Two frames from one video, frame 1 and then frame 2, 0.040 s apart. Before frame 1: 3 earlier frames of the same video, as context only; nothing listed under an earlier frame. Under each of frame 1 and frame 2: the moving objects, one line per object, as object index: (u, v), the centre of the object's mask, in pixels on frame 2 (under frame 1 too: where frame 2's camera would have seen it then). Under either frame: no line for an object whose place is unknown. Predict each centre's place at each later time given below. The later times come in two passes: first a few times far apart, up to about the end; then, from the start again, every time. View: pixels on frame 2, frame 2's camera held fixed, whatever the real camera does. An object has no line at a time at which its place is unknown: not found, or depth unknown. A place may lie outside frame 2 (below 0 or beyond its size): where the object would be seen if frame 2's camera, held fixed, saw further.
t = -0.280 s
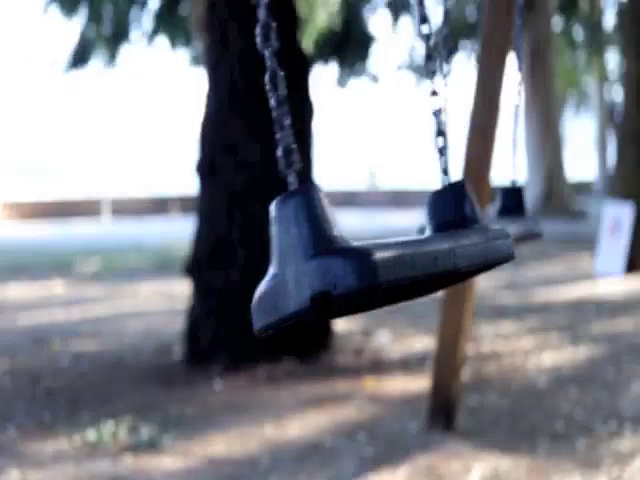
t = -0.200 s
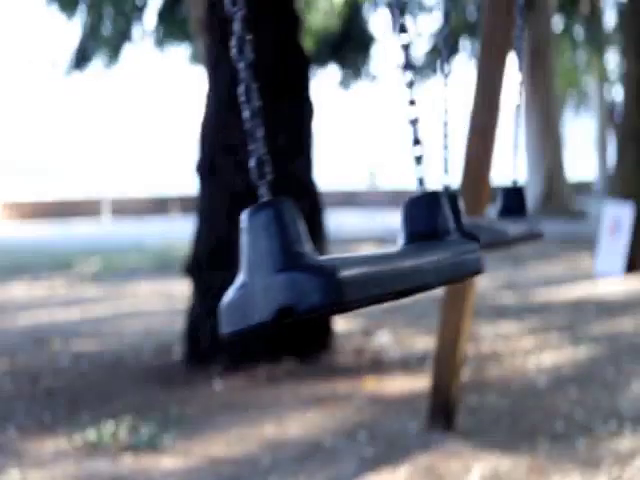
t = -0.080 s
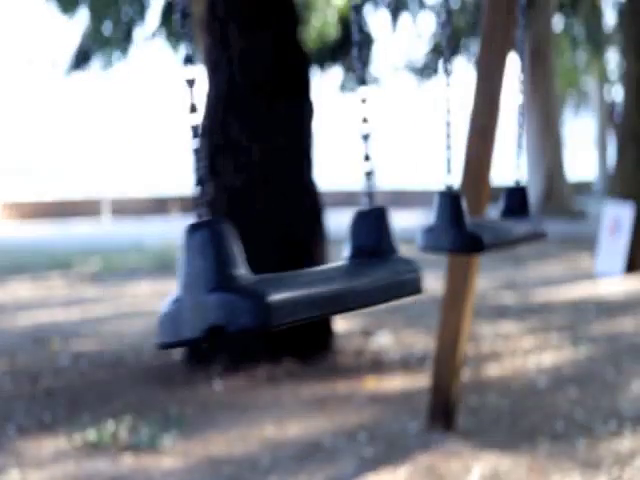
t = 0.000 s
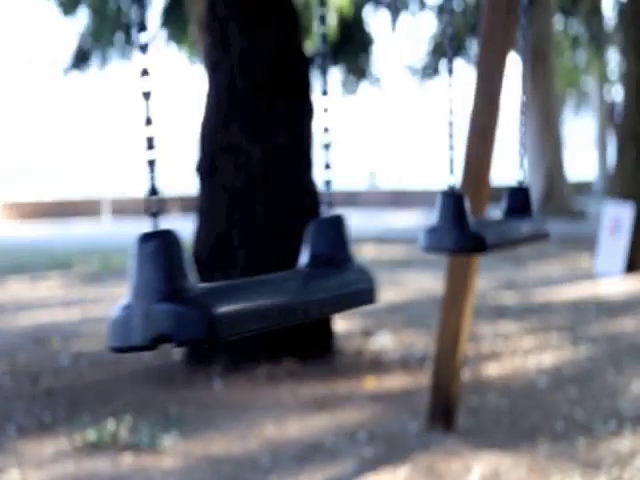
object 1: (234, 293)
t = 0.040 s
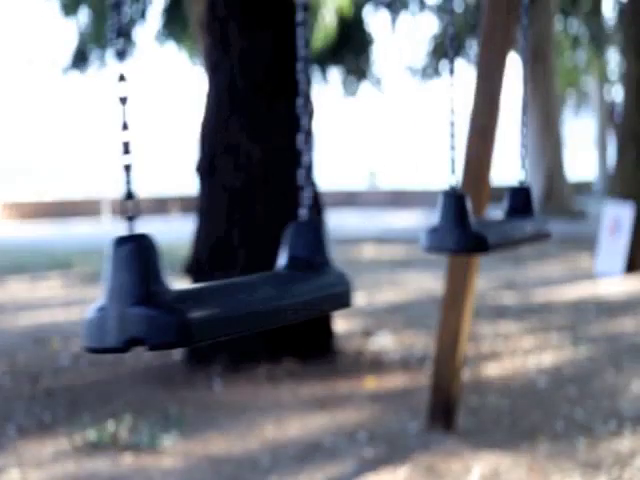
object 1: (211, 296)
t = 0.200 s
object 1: (125, 295)
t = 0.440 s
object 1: (73, 267)
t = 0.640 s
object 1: (45, 241)
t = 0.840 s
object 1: (44, 241)
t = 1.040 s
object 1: (69, 267)
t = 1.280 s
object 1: (117, 298)
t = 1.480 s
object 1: (219, 295)
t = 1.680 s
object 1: (321, 269)
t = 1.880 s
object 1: (379, 254)
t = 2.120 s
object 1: (351, 263)
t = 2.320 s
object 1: (258, 288)
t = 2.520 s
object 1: (149, 298)
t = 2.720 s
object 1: (93, 284)
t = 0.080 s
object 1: (190, 297)
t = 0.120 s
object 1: (166, 298)
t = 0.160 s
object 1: (142, 298)
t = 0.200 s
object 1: (125, 295)
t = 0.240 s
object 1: (115, 292)
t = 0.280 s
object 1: (108, 290)
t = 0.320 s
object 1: (98, 287)
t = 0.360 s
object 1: (89, 281)
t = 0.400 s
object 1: (81, 274)
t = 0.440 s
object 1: (73, 267)
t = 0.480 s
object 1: (66, 261)
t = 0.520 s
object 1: (59, 255)
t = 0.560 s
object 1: (53, 249)
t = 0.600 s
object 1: (49, 245)
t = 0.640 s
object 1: (45, 241)
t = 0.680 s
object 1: (43, 239)
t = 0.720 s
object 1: (42, 238)
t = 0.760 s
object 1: (42, 238)
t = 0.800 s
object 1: (42, 239)
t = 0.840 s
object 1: (44, 241)
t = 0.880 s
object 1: (47, 244)
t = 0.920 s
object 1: (51, 249)
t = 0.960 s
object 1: (56, 255)
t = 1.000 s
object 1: (62, 260)
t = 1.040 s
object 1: (69, 267)
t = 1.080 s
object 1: (76, 273)
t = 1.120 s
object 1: (84, 280)
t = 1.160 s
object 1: (93, 286)
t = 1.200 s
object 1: (103, 292)
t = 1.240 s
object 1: (111, 295)
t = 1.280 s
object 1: (117, 298)
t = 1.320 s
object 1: (129, 299)
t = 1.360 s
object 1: (151, 301)
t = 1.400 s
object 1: (174, 300)
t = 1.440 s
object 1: (197, 297)
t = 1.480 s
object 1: (219, 295)
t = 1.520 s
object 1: (242, 290)
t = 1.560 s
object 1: (263, 285)
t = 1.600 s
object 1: (286, 280)
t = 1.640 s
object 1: (302, 274)
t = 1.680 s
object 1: (321, 269)
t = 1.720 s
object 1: (339, 265)
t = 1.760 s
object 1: (353, 262)
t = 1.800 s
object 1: (364, 259)
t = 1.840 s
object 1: (373, 257)
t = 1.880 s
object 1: (379, 254)
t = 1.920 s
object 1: (382, 253)
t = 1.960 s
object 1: (382, 253)
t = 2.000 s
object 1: (378, 255)
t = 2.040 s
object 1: (372, 257)
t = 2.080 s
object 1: (363, 259)
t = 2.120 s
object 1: (351, 263)
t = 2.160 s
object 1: (337, 267)
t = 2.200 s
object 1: (318, 272)
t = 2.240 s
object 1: (300, 275)
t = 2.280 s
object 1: (279, 283)
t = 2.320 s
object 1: (258, 288)
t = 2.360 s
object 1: (237, 291)
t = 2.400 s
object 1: (214, 296)
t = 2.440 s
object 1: (195, 298)
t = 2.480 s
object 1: (172, 299)
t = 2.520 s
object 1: (149, 298)
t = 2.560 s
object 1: (128, 296)
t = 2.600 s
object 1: (116, 294)
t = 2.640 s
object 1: (109, 292)
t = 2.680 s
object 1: (103, 290)
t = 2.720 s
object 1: (93, 284)
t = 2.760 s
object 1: (85, 278)
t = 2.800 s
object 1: (78, 271)
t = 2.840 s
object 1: (71, 265)
